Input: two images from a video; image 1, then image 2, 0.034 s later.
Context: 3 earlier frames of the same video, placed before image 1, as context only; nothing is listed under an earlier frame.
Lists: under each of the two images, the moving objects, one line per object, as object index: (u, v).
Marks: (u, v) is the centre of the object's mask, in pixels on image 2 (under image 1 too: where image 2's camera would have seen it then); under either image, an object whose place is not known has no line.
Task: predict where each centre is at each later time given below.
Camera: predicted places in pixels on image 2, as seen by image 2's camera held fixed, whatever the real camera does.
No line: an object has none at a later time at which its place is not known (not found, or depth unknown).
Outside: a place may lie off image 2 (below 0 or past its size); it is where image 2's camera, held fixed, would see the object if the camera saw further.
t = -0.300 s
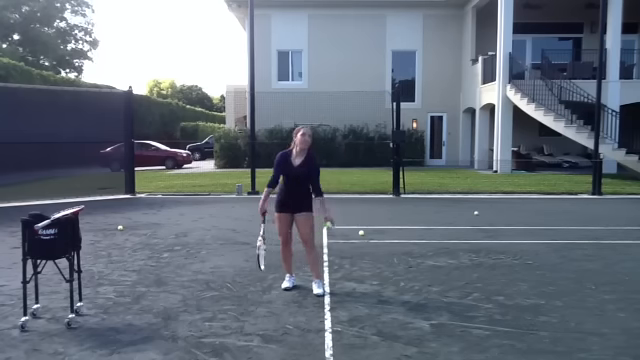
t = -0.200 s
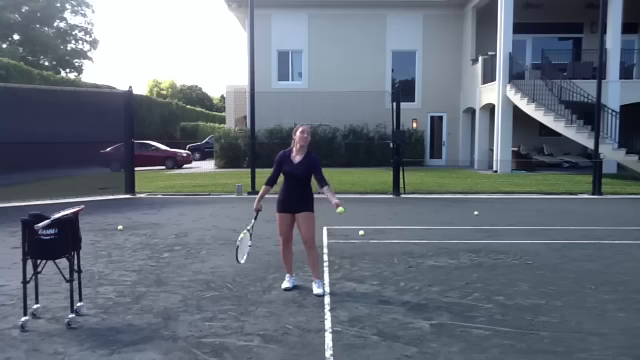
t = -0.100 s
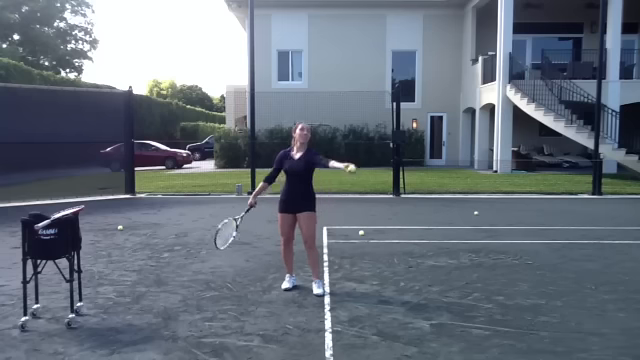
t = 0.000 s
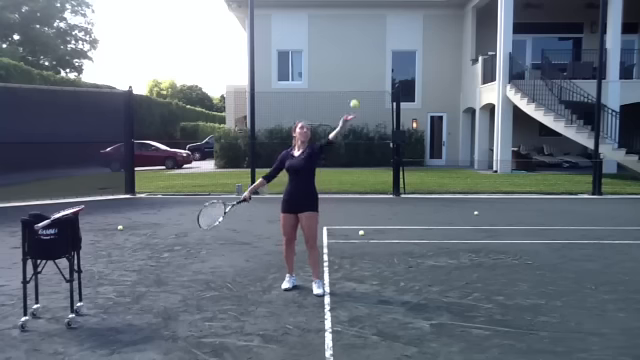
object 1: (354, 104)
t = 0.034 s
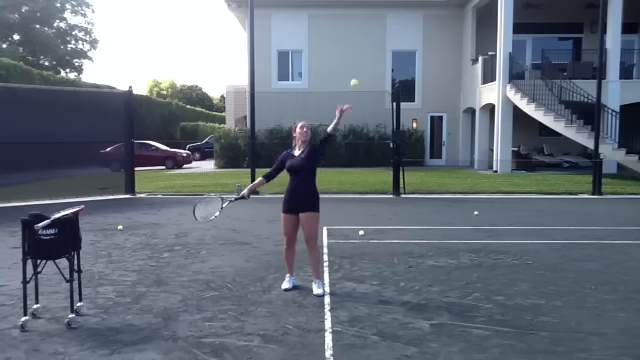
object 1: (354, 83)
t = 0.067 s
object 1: (354, 63)
